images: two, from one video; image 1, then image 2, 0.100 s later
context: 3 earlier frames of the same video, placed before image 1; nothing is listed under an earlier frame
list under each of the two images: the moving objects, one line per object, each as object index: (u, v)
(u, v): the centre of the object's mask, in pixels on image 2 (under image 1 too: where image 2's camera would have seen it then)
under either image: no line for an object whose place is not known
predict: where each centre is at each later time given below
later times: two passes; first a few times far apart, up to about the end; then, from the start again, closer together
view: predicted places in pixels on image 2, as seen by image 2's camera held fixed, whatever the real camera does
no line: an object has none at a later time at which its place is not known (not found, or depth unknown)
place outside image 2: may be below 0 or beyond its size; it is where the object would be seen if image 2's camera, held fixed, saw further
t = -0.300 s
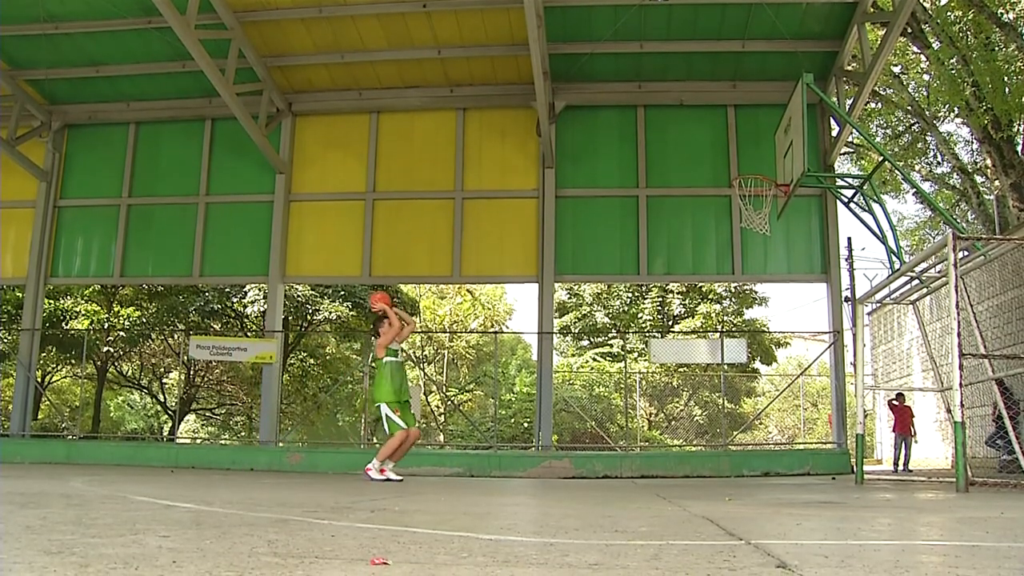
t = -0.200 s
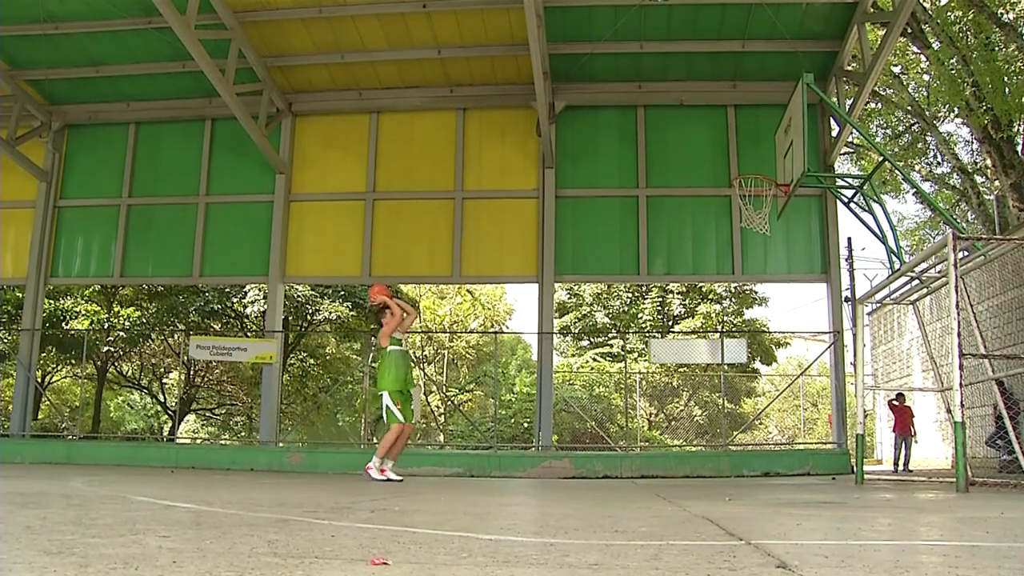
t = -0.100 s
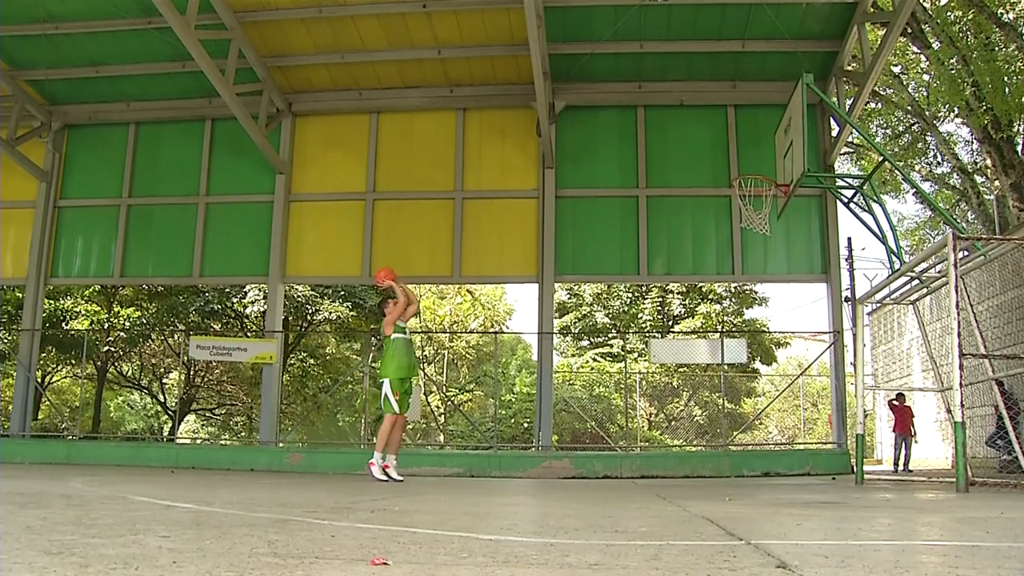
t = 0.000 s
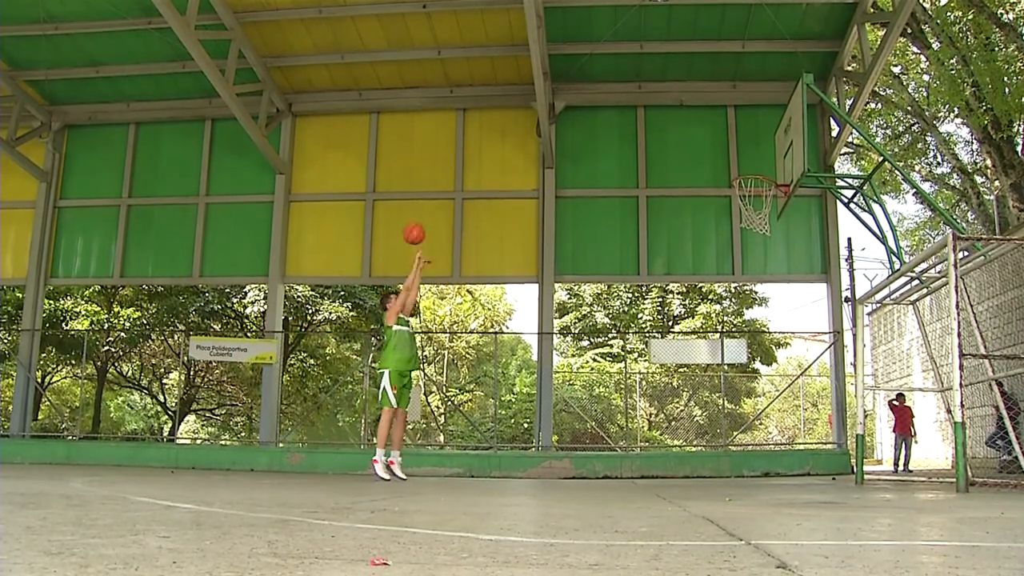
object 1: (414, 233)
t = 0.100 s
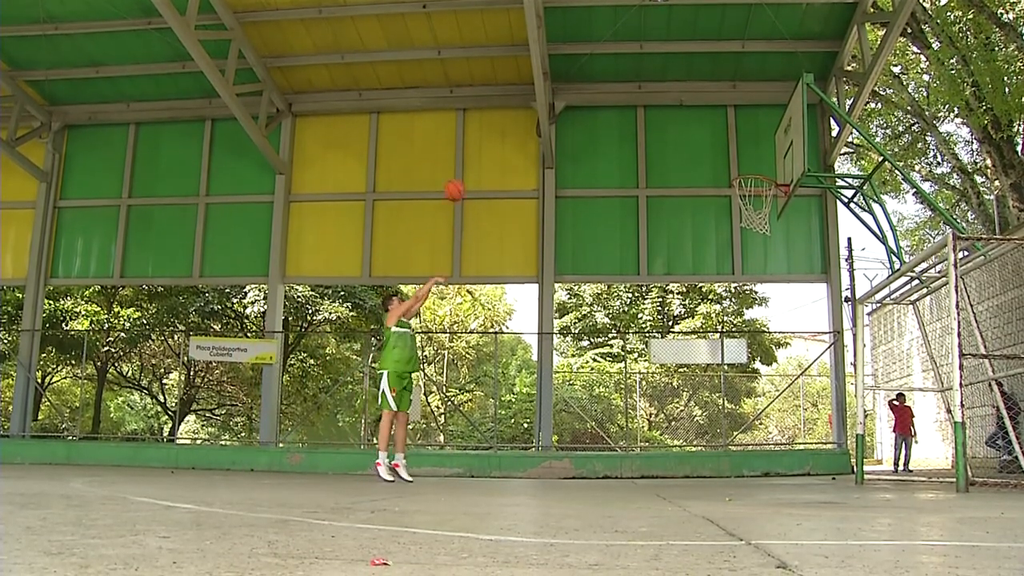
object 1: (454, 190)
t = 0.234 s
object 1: (508, 147)
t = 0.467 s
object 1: (602, 108)
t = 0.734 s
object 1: (712, 122)
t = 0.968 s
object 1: (769, 157)
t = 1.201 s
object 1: (750, 120)
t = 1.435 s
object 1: (732, 136)
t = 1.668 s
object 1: (711, 221)
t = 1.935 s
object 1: (681, 444)
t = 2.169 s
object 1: (639, 301)
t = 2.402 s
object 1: (590, 149)
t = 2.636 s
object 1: (538, 70)
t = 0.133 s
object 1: (468, 178)
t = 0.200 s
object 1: (494, 156)
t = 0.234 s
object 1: (508, 147)
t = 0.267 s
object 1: (521, 138)
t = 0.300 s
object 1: (535, 130)
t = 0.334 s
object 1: (548, 124)
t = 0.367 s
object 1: (562, 119)
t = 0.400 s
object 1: (575, 114)
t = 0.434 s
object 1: (588, 110)
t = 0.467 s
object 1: (602, 108)
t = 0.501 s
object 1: (615, 106)
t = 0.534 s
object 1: (629, 105)
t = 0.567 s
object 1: (643, 106)
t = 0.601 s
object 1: (656, 107)
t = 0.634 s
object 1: (670, 109)
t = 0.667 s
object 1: (684, 112)
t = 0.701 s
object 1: (698, 117)
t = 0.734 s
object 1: (712, 122)
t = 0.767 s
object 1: (725, 128)
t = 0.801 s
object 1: (740, 136)
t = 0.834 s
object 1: (754, 144)
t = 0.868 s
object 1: (769, 154)
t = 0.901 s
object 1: (781, 165)
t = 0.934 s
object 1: (772, 167)
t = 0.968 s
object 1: (769, 157)
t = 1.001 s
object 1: (767, 149)
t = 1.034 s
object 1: (764, 142)
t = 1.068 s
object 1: (761, 135)
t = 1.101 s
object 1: (758, 130)
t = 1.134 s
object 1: (756, 126)
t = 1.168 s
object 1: (753, 123)
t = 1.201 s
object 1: (750, 120)
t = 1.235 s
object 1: (748, 119)
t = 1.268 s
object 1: (746, 119)
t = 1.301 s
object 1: (743, 120)
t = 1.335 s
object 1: (740, 122)
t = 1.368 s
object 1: (737, 125)
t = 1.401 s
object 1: (734, 130)
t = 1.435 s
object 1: (732, 136)
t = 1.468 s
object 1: (729, 143)
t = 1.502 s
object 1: (726, 152)
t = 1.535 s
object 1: (723, 162)
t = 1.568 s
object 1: (720, 175)
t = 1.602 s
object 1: (718, 188)
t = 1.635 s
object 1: (714, 204)
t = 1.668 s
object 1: (711, 221)
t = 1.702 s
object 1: (708, 241)
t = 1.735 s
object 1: (705, 262)
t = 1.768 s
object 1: (701, 286)
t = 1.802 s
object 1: (698, 313)
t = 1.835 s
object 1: (694, 342)
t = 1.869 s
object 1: (690, 373)
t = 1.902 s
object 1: (686, 406)
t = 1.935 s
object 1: (681, 444)
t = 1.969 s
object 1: (676, 482)
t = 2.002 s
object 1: (670, 453)
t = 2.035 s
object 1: (664, 420)
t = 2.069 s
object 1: (658, 388)
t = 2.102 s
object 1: (652, 358)
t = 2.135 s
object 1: (646, 329)
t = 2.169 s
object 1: (639, 301)
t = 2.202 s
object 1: (632, 275)
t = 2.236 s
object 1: (625, 250)
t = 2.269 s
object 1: (618, 227)
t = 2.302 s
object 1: (611, 206)
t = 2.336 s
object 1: (604, 185)
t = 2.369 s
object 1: (597, 166)
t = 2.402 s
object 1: (590, 149)
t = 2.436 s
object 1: (583, 134)
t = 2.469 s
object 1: (575, 119)
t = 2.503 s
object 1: (568, 107)
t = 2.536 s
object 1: (561, 95)
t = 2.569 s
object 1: (553, 85)
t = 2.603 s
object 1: (545, 77)
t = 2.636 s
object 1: (538, 70)
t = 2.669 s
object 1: (530, 65)
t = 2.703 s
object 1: (522, 61)
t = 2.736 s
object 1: (513, 59)
